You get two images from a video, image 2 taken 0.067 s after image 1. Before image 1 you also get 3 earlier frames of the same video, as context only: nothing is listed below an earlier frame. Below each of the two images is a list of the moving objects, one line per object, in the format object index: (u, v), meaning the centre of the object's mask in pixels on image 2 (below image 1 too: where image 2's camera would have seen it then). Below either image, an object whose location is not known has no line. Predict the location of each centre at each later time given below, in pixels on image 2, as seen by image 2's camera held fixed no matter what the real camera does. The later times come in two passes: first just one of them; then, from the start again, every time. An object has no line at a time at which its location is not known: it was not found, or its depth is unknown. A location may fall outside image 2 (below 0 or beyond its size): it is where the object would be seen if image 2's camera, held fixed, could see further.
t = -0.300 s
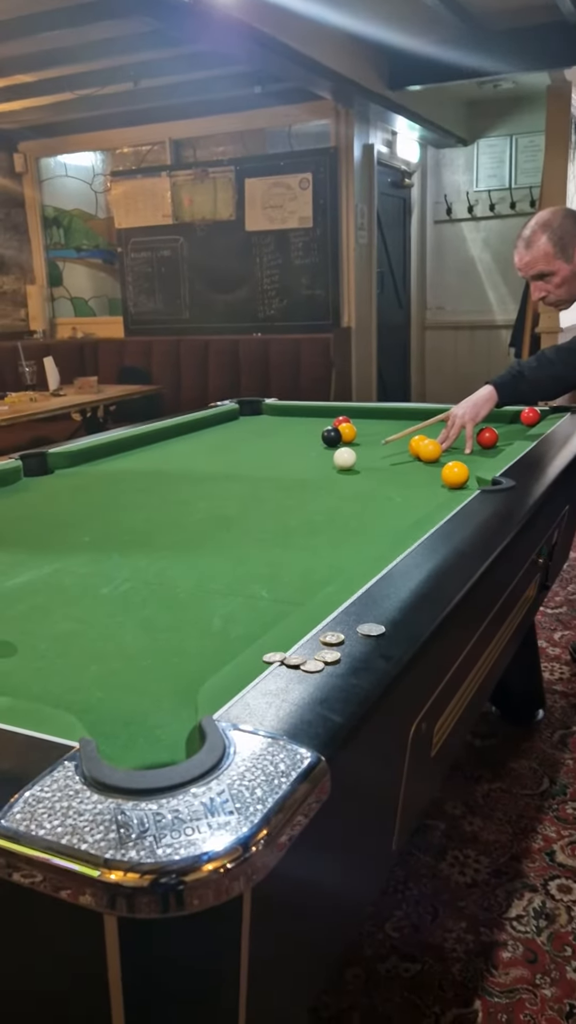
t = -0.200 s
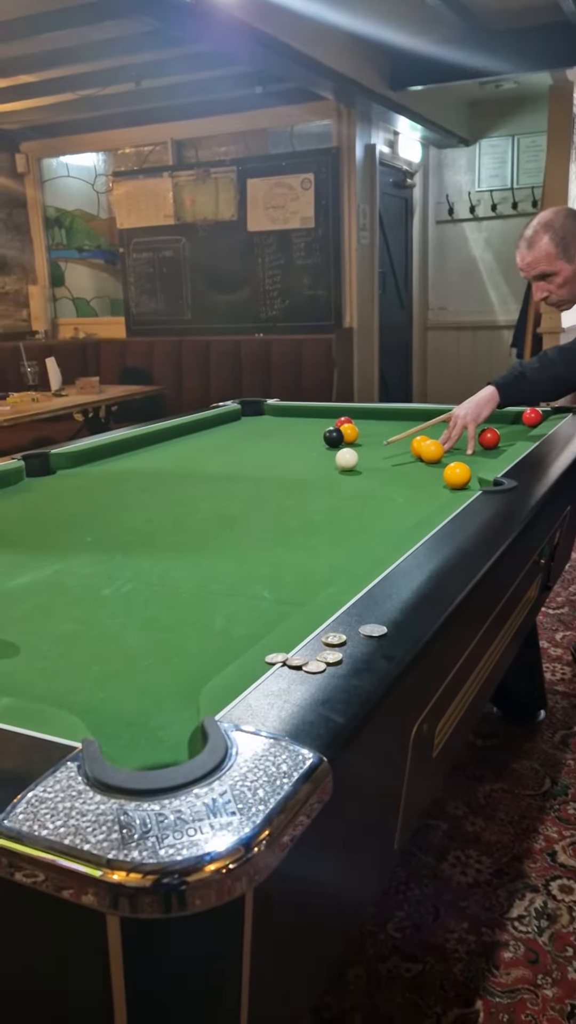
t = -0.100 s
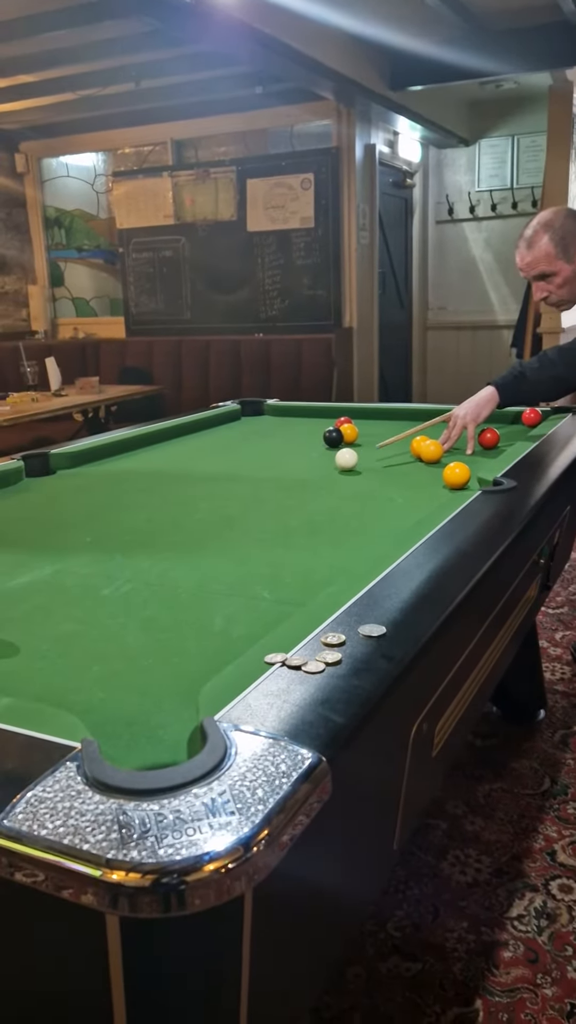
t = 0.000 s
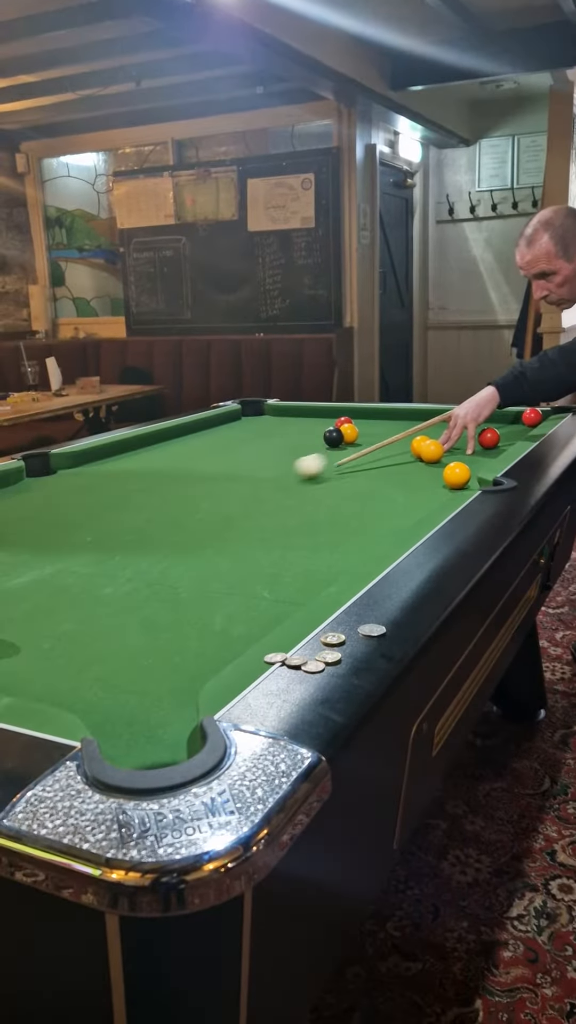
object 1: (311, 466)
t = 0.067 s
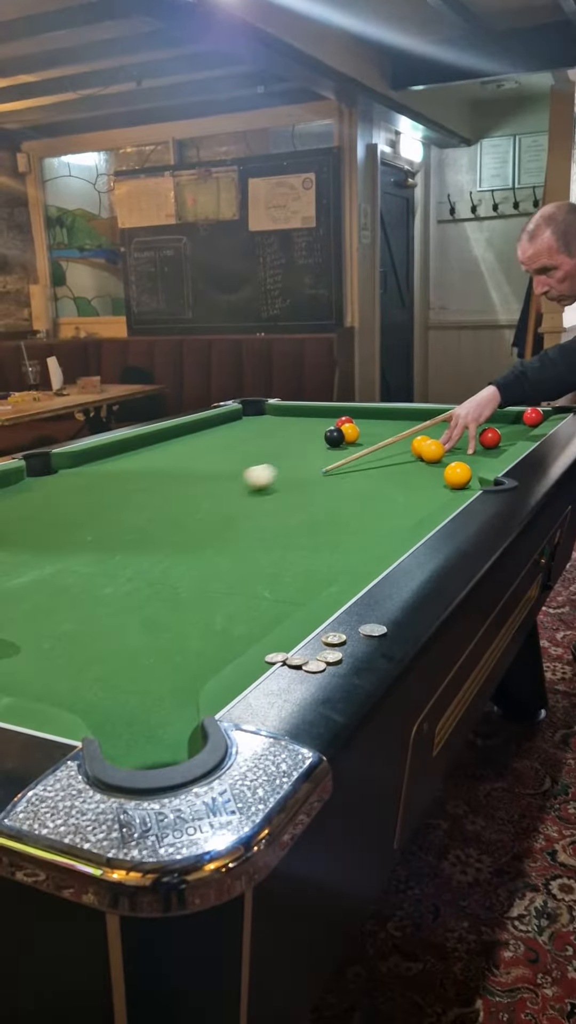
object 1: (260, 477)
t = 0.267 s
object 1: (104, 509)
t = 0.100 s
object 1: (234, 482)
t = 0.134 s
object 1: (208, 487)
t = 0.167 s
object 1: (182, 493)
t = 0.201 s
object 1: (157, 498)
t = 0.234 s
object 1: (131, 504)
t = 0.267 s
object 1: (104, 509)
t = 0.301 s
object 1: (76, 515)
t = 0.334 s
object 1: (47, 522)
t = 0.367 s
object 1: (17, 528)
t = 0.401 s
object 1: (-14, 534)
